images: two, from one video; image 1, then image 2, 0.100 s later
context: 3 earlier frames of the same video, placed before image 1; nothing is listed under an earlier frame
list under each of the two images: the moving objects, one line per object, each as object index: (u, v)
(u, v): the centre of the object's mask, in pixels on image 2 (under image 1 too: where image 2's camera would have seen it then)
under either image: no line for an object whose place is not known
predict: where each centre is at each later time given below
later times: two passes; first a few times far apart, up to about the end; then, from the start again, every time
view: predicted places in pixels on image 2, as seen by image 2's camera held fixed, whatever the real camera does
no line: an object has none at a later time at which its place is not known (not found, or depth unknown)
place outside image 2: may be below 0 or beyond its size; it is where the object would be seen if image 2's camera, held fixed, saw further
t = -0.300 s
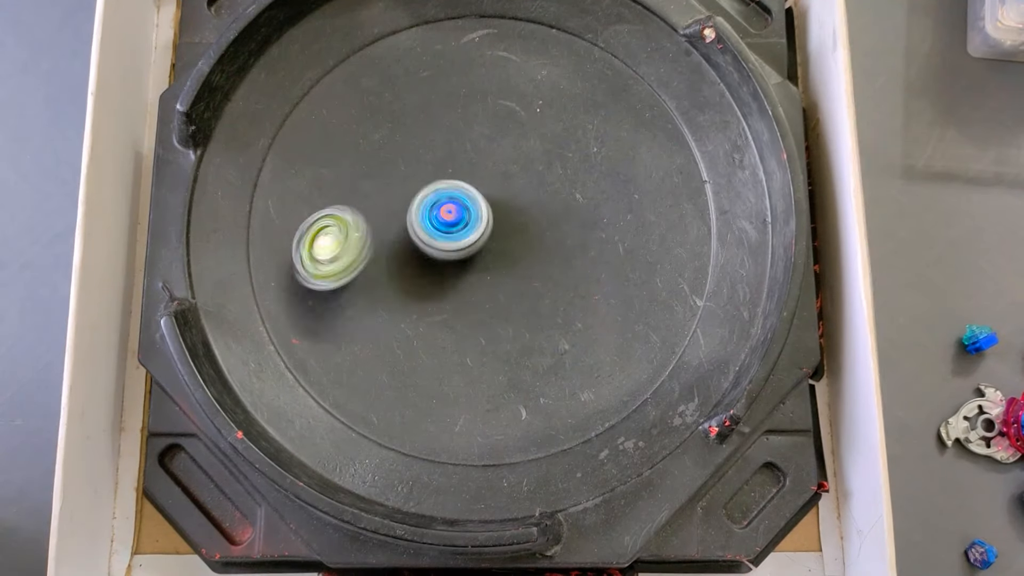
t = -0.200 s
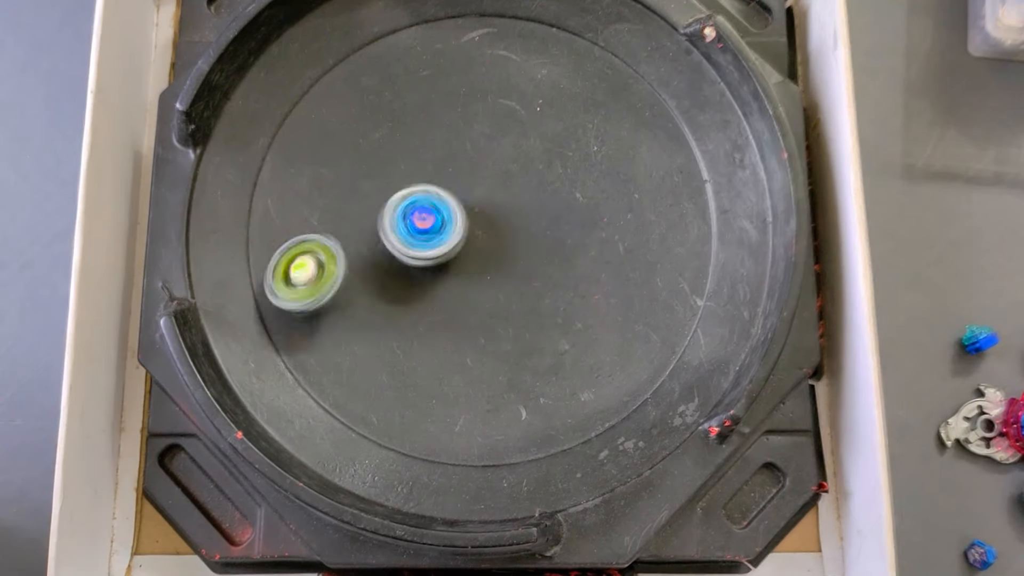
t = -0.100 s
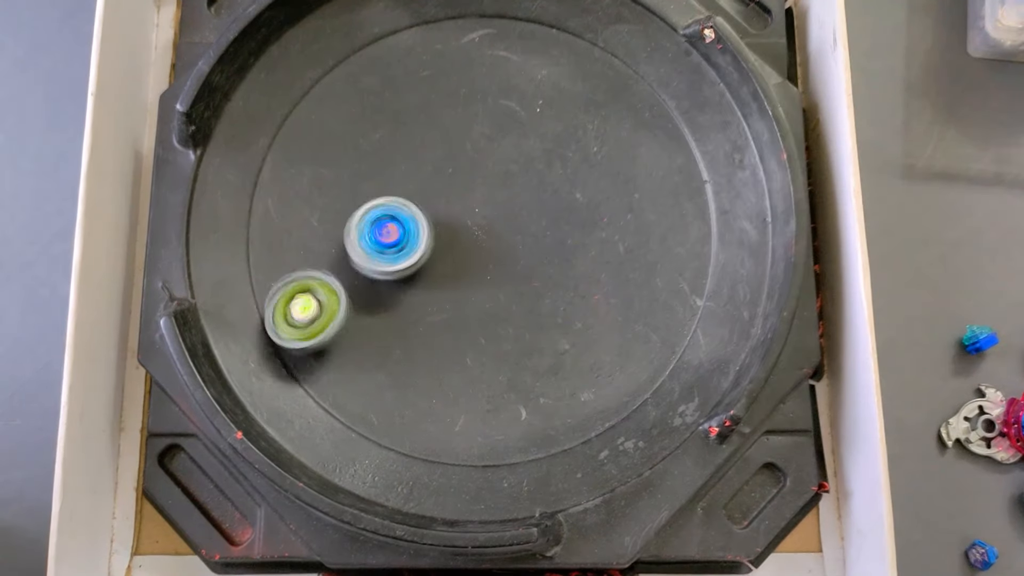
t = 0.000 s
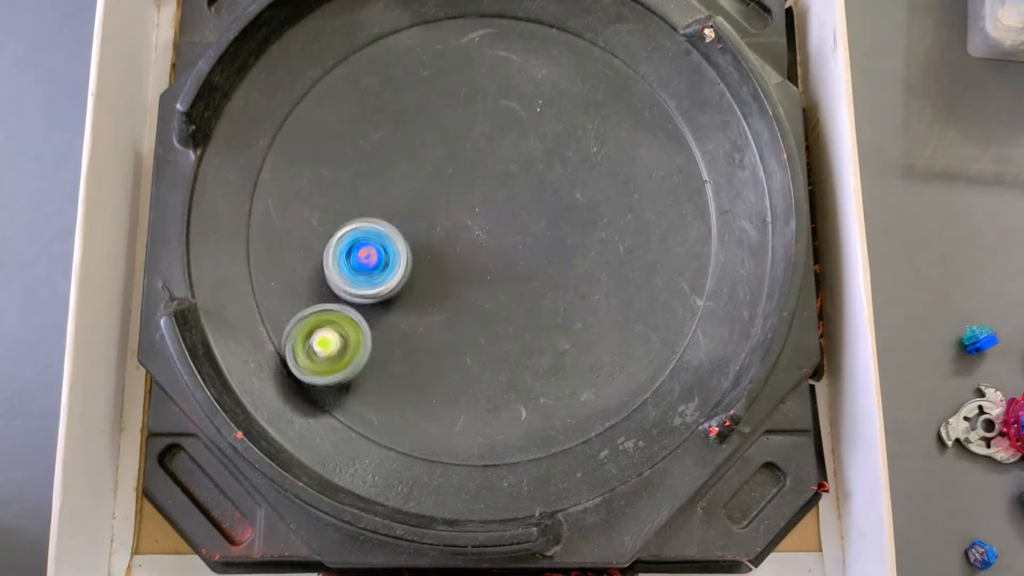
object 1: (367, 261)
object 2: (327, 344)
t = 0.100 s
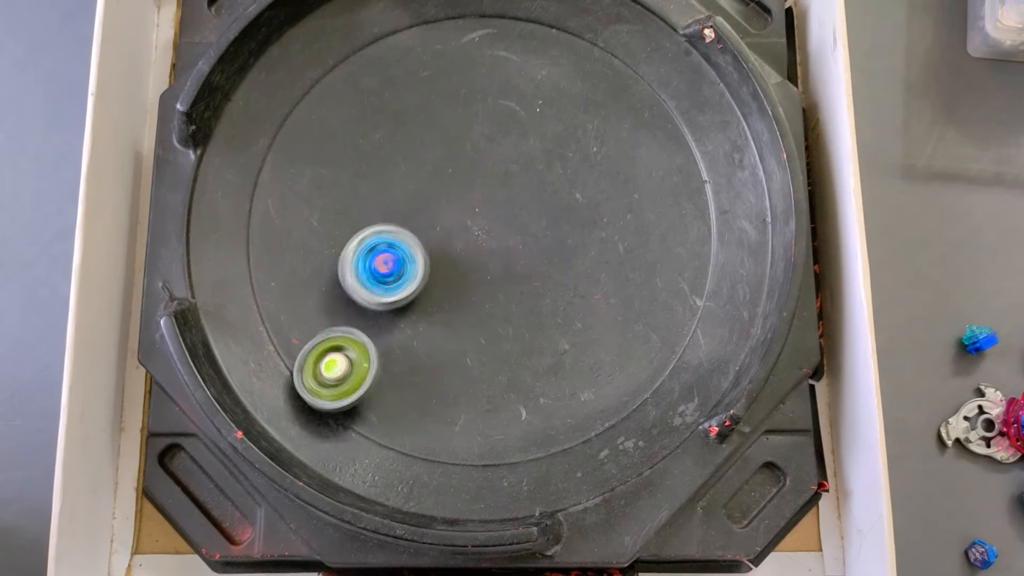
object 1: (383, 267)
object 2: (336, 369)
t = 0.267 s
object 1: (428, 225)
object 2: (346, 380)
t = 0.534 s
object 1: (478, 143)
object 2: (399, 362)
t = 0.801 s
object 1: (469, 99)
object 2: (545, 232)
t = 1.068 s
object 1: (485, 176)
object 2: (606, 94)
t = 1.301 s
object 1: (536, 243)
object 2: (589, 87)
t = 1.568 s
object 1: (605, 278)
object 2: (505, 180)
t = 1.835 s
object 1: (561, 243)
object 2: (402, 309)
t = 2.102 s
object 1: (461, 241)
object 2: (370, 343)
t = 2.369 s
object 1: (378, 235)
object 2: (392, 321)
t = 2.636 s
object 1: (376, 240)
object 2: (497, 277)
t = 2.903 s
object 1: (446, 199)
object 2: (594, 215)
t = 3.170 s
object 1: (499, 138)
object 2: (604, 203)
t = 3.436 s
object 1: (496, 126)
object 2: (547, 209)
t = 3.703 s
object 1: (493, 159)
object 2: (418, 251)
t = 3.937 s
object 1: (513, 218)
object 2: (417, 295)
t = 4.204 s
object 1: (561, 256)
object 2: (454, 297)
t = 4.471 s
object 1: (556, 246)
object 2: (459, 252)
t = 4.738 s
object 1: (498, 242)
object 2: (420, 253)
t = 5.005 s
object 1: (486, 290)
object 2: (388, 222)
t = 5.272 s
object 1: (503, 270)
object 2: (397, 209)
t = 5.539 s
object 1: (472, 234)
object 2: (419, 185)
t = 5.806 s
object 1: (455, 249)
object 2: (418, 151)
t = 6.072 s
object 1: (469, 244)
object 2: (460, 169)
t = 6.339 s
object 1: (493, 240)
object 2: (477, 124)
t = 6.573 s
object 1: (501, 219)
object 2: (477, 139)
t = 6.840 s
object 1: (484, 209)
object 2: (478, 130)
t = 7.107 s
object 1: (461, 220)
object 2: (479, 130)
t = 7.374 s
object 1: (468, 239)
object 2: (478, 129)
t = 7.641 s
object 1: (491, 234)
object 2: (478, 129)
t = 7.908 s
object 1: (499, 212)
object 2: (478, 129)
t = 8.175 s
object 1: (477, 202)
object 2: (478, 128)
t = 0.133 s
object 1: (394, 260)
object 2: (337, 372)
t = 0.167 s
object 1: (402, 252)
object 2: (338, 375)
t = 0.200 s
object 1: (411, 243)
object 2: (340, 376)
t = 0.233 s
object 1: (419, 235)
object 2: (344, 377)
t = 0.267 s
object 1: (428, 225)
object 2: (346, 380)
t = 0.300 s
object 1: (435, 215)
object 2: (348, 381)
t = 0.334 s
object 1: (443, 205)
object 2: (351, 382)
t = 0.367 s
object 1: (450, 195)
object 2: (354, 382)
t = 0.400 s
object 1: (457, 185)
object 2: (358, 383)
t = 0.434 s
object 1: (463, 175)
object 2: (364, 383)
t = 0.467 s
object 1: (469, 164)
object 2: (372, 378)
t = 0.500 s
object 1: (474, 153)
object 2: (384, 372)
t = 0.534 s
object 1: (478, 143)
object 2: (399, 362)
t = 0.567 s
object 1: (481, 132)
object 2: (417, 350)
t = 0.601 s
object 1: (484, 121)
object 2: (435, 339)
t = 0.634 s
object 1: (484, 111)
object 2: (455, 323)
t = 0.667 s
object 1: (482, 103)
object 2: (474, 307)
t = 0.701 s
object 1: (478, 97)
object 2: (493, 290)
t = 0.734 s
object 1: (475, 95)
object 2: (512, 271)
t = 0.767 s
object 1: (472, 96)
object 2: (530, 251)
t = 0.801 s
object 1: (469, 99)
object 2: (545, 232)
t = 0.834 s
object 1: (466, 105)
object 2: (559, 210)
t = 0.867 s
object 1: (465, 113)
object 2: (571, 190)
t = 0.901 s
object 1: (464, 122)
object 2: (582, 169)
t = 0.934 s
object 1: (466, 133)
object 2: (590, 149)
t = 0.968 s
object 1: (470, 145)
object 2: (597, 132)
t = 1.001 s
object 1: (475, 155)
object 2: (602, 116)
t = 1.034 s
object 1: (480, 166)
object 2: (605, 103)
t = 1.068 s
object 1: (485, 176)
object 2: (606, 94)
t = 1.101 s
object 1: (492, 186)
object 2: (607, 90)
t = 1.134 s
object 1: (499, 196)
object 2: (607, 89)
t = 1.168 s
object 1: (505, 207)
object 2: (605, 90)
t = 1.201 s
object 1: (513, 215)
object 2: (600, 91)
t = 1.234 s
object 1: (520, 225)
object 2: (594, 89)
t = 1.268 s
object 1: (528, 235)
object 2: (591, 86)
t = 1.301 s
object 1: (536, 243)
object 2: (589, 87)
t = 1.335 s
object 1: (544, 251)
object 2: (585, 90)
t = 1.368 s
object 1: (552, 260)
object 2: (579, 96)
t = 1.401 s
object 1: (561, 267)
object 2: (571, 106)
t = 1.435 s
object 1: (569, 273)
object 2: (560, 119)
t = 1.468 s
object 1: (579, 279)
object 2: (548, 133)
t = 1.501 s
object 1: (589, 281)
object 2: (534, 148)
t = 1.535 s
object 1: (597, 281)
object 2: (519, 164)
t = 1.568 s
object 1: (605, 278)
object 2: (505, 180)
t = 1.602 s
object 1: (609, 273)
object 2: (491, 196)
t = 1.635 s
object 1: (610, 269)
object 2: (476, 215)
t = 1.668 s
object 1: (608, 263)
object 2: (463, 231)
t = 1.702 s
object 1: (603, 257)
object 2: (452, 248)
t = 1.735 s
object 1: (594, 252)
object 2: (438, 265)
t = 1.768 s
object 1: (583, 247)
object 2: (425, 279)
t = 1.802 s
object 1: (573, 244)
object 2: (414, 295)
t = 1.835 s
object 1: (561, 243)
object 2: (402, 309)
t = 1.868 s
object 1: (549, 241)
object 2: (391, 322)
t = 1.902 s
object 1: (537, 240)
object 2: (384, 334)
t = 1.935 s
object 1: (525, 240)
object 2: (378, 342)
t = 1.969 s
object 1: (512, 240)
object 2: (372, 346)
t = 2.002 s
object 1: (499, 239)
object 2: (367, 346)
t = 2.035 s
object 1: (487, 240)
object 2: (365, 345)
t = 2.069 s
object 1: (475, 240)
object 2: (367, 343)
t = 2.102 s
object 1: (461, 241)
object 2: (370, 343)
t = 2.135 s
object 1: (450, 243)
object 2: (371, 341)
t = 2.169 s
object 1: (437, 243)
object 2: (374, 337)
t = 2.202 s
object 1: (425, 246)
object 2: (378, 331)
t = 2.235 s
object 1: (415, 246)
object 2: (381, 323)
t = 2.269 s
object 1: (407, 243)
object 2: (380, 325)
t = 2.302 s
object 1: (398, 239)
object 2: (382, 325)
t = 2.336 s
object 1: (388, 237)
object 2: (386, 323)
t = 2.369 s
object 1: (378, 235)
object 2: (392, 321)
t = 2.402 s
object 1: (370, 235)
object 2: (402, 316)
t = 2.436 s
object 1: (364, 236)
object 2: (412, 314)
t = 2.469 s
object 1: (362, 237)
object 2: (425, 310)
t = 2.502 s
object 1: (361, 239)
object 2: (438, 304)
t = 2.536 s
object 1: (362, 240)
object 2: (452, 297)
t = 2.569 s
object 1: (366, 240)
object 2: (468, 291)
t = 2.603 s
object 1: (370, 241)
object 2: (484, 284)
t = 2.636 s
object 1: (376, 240)
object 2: (497, 277)
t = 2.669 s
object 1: (383, 239)
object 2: (509, 270)
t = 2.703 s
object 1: (392, 235)
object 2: (523, 260)
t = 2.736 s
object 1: (401, 230)
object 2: (537, 251)
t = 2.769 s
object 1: (411, 225)
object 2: (550, 245)
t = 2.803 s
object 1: (420, 219)
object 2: (562, 237)
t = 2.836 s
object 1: (428, 213)
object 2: (573, 228)
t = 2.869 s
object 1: (436, 206)
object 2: (584, 221)
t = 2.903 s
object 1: (446, 199)
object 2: (594, 215)
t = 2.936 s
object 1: (453, 193)
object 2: (602, 209)
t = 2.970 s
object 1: (462, 185)
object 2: (607, 204)
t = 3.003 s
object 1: (469, 178)
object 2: (612, 201)
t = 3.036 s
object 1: (476, 170)
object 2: (614, 198)
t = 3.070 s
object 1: (482, 162)
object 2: (615, 197)
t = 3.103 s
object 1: (488, 154)
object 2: (612, 199)
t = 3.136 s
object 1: (493, 146)
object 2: (607, 202)
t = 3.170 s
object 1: (499, 138)
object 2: (604, 203)
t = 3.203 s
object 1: (502, 129)
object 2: (604, 206)
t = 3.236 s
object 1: (504, 123)
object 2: (602, 207)
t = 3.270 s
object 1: (504, 119)
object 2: (597, 207)
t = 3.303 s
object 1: (503, 117)
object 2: (587, 209)
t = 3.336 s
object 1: (502, 117)
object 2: (580, 211)
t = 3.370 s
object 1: (500, 118)
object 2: (570, 210)
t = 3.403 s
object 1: (498, 121)
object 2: (559, 210)
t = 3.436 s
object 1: (496, 126)
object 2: (547, 209)
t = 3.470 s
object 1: (495, 132)
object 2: (533, 209)
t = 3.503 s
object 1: (496, 137)
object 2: (520, 208)
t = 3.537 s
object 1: (496, 138)
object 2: (502, 217)
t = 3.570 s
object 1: (495, 140)
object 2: (484, 221)
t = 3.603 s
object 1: (494, 144)
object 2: (465, 226)
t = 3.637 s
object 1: (494, 147)
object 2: (445, 232)
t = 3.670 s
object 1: (493, 153)
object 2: (432, 241)
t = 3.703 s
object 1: (493, 159)
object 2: (418, 251)
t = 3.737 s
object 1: (493, 168)
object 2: (413, 260)
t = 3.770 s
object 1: (494, 176)
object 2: (411, 268)
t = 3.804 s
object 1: (497, 185)
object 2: (408, 275)
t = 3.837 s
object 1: (500, 193)
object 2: (407, 282)
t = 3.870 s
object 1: (504, 202)
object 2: (409, 288)
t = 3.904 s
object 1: (508, 210)
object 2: (413, 293)
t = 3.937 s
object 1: (513, 218)
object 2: (417, 295)
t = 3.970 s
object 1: (518, 224)
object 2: (421, 296)
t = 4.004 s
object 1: (524, 233)
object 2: (424, 297)
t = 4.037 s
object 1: (530, 239)
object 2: (428, 298)
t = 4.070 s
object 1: (537, 245)
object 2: (432, 299)
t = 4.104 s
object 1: (543, 249)
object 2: (437, 301)
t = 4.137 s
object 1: (551, 252)
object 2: (442, 302)
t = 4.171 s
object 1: (557, 255)
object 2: (448, 301)
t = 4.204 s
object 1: (561, 256)
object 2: (454, 297)
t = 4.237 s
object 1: (564, 256)
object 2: (458, 292)
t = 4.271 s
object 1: (566, 256)
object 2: (460, 287)
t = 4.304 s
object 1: (567, 255)
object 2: (462, 282)
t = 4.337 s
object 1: (567, 254)
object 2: (464, 276)
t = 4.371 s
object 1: (566, 252)
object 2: (466, 268)
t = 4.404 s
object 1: (563, 250)
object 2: (466, 261)
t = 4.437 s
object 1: (561, 248)
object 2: (463, 255)
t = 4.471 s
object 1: (556, 246)
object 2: (459, 252)
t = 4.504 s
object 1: (550, 243)
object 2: (456, 251)
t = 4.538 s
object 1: (543, 241)
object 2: (454, 250)
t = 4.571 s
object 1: (535, 240)
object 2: (449, 249)
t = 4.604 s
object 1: (529, 239)
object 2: (442, 248)
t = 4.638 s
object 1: (522, 239)
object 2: (435, 247)
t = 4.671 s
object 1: (514, 240)
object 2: (428, 248)
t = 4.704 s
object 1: (506, 240)
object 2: (423, 251)
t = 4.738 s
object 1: (498, 242)
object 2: (420, 253)
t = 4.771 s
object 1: (491, 246)
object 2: (416, 254)
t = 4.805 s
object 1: (485, 250)
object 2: (411, 252)
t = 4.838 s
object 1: (483, 258)
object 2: (399, 248)
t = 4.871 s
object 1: (481, 265)
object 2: (394, 243)
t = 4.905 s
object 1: (481, 273)
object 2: (392, 237)
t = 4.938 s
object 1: (481, 280)
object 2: (389, 232)
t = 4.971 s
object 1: (483, 286)
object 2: (389, 227)
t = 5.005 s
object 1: (486, 290)
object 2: (388, 222)
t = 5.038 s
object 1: (490, 292)
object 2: (391, 220)
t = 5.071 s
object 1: (494, 293)
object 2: (392, 217)
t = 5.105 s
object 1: (497, 292)
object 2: (393, 216)
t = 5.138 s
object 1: (500, 290)
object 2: (394, 215)
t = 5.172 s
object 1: (502, 286)
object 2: (394, 213)
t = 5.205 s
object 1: (503, 281)
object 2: (395, 212)
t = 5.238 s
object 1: (504, 276)
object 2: (396, 210)
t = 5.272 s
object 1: (503, 270)
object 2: (397, 209)
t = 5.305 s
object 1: (500, 263)
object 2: (398, 208)
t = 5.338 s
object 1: (497, 257)
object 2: (400, 206)
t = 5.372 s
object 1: (492, 250)
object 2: (403, 203)
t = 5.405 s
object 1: (487, 244)
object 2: (406, 199)
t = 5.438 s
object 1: (482, 239)
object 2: (411, 197)
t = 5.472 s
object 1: (477, 235)
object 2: (416, 192)
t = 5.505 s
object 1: (475, 234)
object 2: (416, 186)
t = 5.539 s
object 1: (472, 234)
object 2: (419, 185)
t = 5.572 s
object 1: (469, 233)
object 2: (419, 182)
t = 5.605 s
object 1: (466, 236)
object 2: (417, 170)
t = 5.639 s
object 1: (463, 239)
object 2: (416, 160)
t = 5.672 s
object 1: (460, 241)
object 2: (415, 153)
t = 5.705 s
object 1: (458, 243)
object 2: (418, 150)
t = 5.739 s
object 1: (457, 245)
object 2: (419, 148)
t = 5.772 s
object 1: (456, 247)
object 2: (418, 149)
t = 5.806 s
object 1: (455, 249)
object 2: (418, 151)
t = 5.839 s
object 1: (456, 250)
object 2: (418, 159)
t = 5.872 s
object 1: (456, 251)
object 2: (422, 164)
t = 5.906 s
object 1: (457, 251)
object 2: (428, 168)
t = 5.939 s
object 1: (459, 250)
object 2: (434, 170)
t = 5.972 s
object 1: (461, 249)
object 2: (439, 171)
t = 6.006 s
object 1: (464, 248)
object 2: (445, 171)
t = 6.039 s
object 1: (466, 246)
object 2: (452, 171)
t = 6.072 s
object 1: (469, 244)
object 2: (460, 169)
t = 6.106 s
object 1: (472, 241)
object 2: (465, 165)
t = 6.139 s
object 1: (474, 243)
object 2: (468, 156)
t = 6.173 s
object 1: (477, 243)
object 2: (471, 147)
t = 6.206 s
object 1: (480, 244)
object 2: (473, 142)
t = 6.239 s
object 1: (483, 244)
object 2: (475, 137)
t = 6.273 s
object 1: (487, 243)
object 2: (477, 131)
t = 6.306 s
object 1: (490, 243)
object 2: (478, 127)
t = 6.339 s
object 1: (493, 240)
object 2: (477, 124)
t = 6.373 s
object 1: (496, 238)
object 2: (476, 123)
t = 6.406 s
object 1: (498, 236)
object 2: (476, 123)
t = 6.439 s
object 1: (499, 232)
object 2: (477, 125)
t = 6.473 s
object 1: (501, 229)
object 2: (478, 128)
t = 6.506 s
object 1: (502, 226)
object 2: (479, 132)
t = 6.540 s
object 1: (502, 223)
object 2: (478, 136)
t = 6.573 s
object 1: (501, 219)
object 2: (477, 139)
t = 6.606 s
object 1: (500, 217)
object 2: (475, 137)
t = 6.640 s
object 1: (498, 217)
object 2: (474, 134)
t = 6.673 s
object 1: (496, 214)
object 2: (476, 130)
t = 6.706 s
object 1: (495, 213)
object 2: (478, 129)
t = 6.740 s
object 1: (492, 212)
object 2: (478, 128)
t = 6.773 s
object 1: (489, 210)
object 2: (477, 128)
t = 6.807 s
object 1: (487, 210)
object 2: (478, 129)
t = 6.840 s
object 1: (484, 209)
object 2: (478, 130)
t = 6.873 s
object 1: (480, 208)
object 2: (478, 131)
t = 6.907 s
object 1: (476, 209)
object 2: (478, 130)
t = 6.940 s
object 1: (473, 209)
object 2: (478, 129)
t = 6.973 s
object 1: (470, 211)
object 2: (478, 128)
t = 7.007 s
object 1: (466, 213)
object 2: (478, 128)
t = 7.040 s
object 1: (465, 215)
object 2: (478, 129)
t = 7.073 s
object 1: (463, 218)
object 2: (478, 130)
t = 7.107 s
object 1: (461, 220)
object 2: (479, 130)
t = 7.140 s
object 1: (459, 223)
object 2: (478, 130)
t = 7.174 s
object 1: (459, 225)
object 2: (478, 130)
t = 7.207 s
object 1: (459, 229)
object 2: (478, 129)
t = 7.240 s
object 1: (459, 232)
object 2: (478, 128)
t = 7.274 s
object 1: (461, 234)
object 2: (478, 129)
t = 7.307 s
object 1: (463, 236)
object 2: (478, 129)
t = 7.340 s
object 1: (465, 238)
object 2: (478, 129)
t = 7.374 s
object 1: (468, 239)
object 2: (478, 129)
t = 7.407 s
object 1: (471, 240)
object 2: (478, 129)
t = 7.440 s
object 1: (474, 240)
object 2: (478, 129)
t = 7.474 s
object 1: (476, 241)
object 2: (478, 129)
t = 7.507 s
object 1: (479, 240)
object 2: (478, 129)
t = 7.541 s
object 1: (483, 239)
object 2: (478, 129)
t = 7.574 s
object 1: (486, 238)
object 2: (478, 129)
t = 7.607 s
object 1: (489, 236)
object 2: (478, 129)
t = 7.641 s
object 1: (491, 234)
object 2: (478, 129)
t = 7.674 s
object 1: (494, 232)
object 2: (478, 129)
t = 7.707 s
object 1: (496, 230)
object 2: (478, 129)
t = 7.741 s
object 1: (497, 227)
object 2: (478, 129)
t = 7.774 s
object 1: (499, 224)
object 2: (478, 128)
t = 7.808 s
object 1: (499, 221)
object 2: (478, 129)
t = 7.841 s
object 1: (500, 218)
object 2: (478, 129)
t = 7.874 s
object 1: (499, 215)
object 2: (478, 129)
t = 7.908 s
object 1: (499, 212)
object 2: (478, 129)
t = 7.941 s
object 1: (498, 210)
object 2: (479, 129)
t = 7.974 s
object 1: (496, 208)
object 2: (478, 129)
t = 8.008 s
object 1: (494, 205)
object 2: (478, 129)
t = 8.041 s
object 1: (491, 204)
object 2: (479, 128)
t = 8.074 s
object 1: (488, 203)
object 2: (478, 128)
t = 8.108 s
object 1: (485, 203)
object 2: (477, 128)
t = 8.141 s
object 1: (480, 202)
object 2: (477, 128)
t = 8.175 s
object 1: (477, 202)
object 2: (478, 128)
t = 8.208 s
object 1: (474, 204)
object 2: (479, 129)
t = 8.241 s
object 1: (470, 205)
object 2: (481, 130)
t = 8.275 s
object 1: (468, 206)
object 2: (484, 132)
